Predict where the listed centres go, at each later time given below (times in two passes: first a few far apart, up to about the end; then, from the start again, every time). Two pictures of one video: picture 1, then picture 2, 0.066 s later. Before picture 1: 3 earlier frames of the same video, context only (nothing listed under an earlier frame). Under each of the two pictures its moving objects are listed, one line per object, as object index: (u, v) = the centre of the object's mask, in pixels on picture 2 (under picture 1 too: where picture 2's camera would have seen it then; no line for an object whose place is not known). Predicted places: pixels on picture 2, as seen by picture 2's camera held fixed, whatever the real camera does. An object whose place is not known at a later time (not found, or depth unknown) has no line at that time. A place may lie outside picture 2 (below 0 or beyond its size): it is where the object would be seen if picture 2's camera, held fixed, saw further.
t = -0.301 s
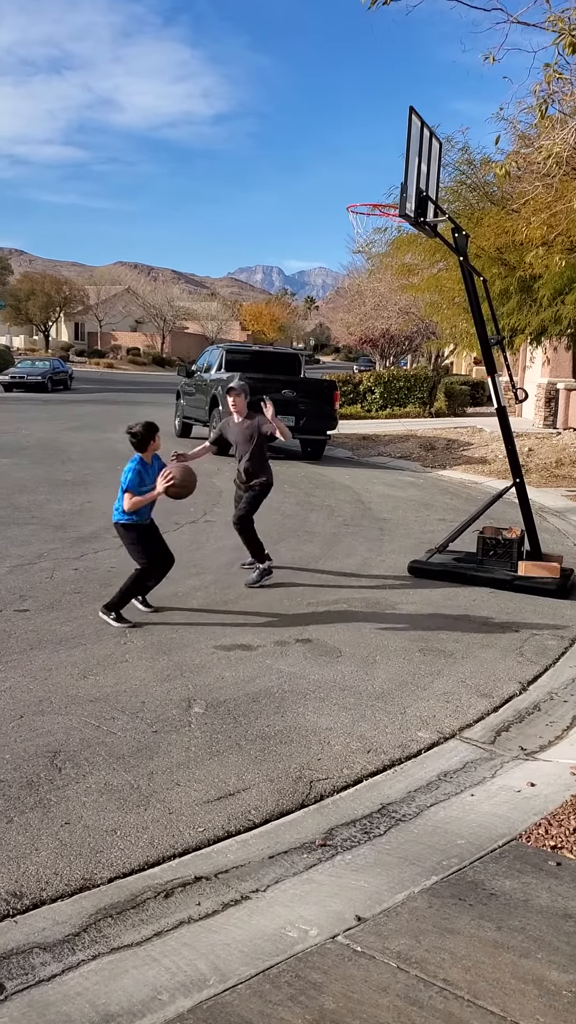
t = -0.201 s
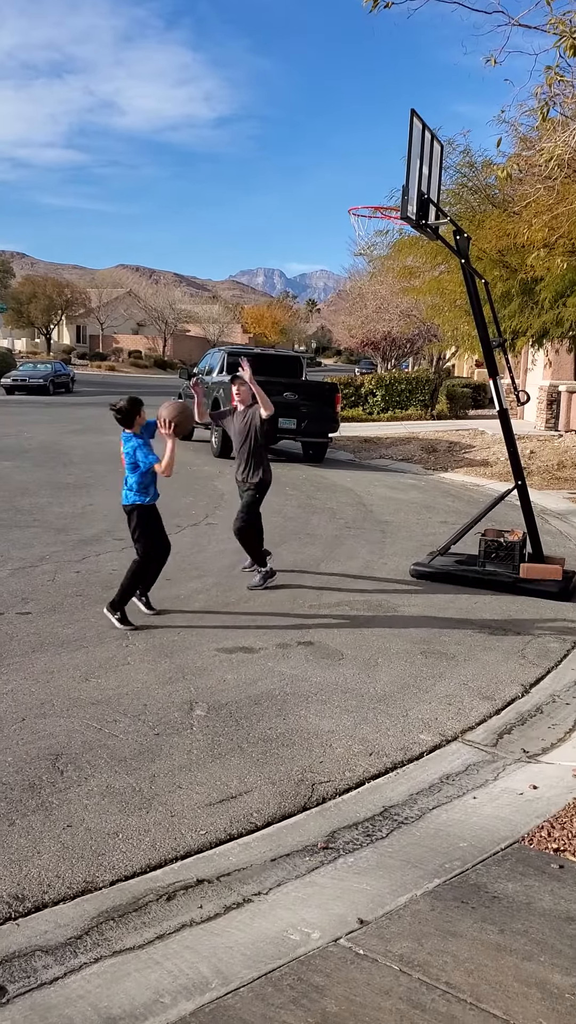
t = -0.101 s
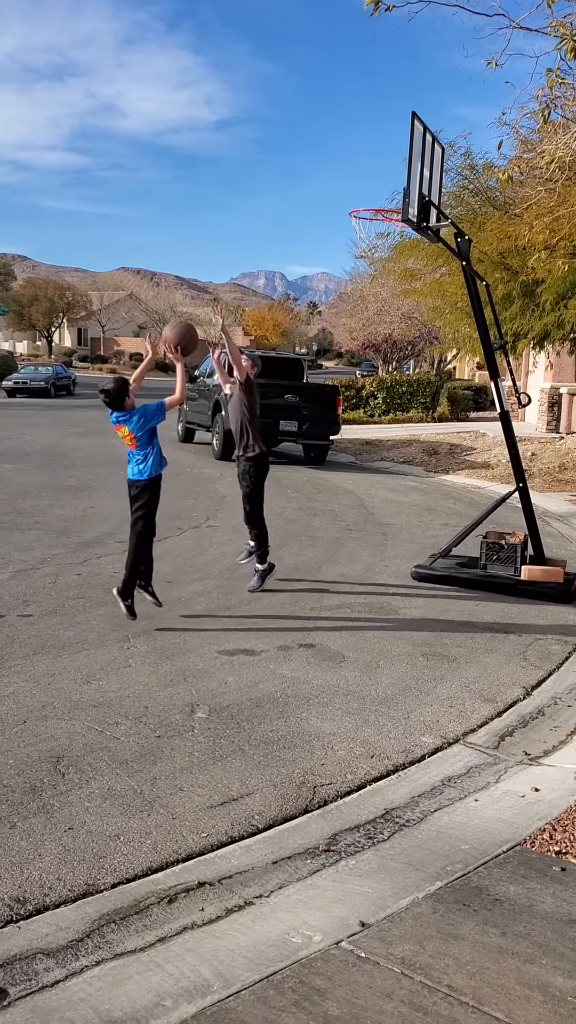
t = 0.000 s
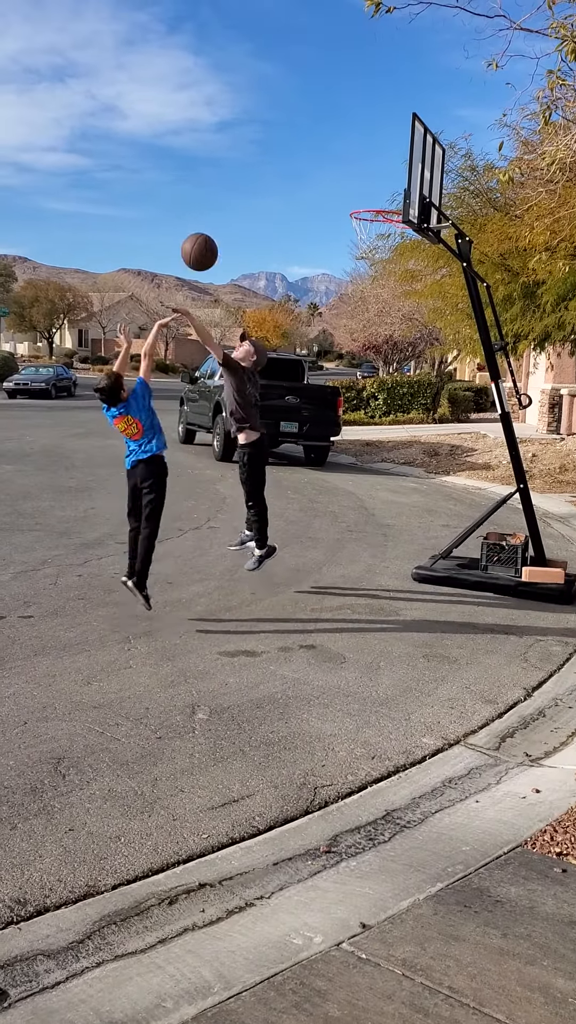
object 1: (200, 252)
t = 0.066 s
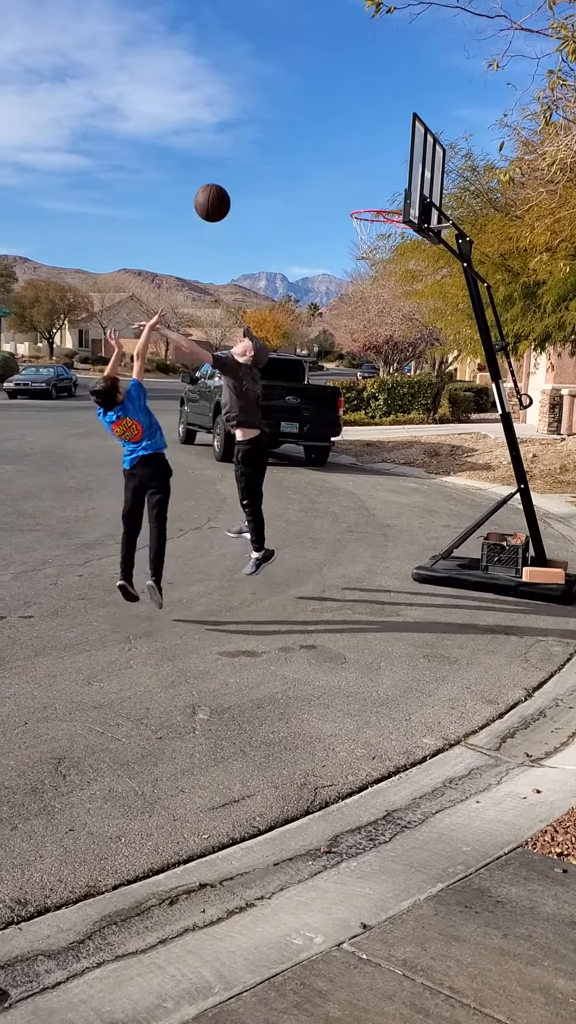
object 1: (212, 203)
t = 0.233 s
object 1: (240, 113)
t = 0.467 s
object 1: (276, 64)
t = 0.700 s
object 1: (305, 96)
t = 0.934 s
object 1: (328, 196)
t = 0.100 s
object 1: (218, 181)
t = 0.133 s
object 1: (224, 161)
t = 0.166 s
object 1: (230, 143)
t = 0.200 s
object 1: (235, 127)
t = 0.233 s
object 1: (240, 113)
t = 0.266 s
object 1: (246, 101)
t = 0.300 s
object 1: (251, 90)
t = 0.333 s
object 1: (256, 82)
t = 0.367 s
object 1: (261, 75)
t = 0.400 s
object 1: (266, 69)
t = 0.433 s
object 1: (271, 66)
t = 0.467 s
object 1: (276, 64)
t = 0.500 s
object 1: (280, 64)
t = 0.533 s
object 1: (285, 66)
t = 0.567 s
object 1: (289, 69)
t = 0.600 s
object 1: (293, 73)
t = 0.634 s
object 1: (297, 79)
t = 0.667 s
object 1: (301, 87)
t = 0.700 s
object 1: (305, 96)
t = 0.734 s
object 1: (309, 106)
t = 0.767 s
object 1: (312, 118)
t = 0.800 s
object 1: (315, 131)
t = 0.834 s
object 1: (319, 145)
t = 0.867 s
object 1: (322, 161)
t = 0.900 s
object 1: (325, 178)
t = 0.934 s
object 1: (328, 196)
